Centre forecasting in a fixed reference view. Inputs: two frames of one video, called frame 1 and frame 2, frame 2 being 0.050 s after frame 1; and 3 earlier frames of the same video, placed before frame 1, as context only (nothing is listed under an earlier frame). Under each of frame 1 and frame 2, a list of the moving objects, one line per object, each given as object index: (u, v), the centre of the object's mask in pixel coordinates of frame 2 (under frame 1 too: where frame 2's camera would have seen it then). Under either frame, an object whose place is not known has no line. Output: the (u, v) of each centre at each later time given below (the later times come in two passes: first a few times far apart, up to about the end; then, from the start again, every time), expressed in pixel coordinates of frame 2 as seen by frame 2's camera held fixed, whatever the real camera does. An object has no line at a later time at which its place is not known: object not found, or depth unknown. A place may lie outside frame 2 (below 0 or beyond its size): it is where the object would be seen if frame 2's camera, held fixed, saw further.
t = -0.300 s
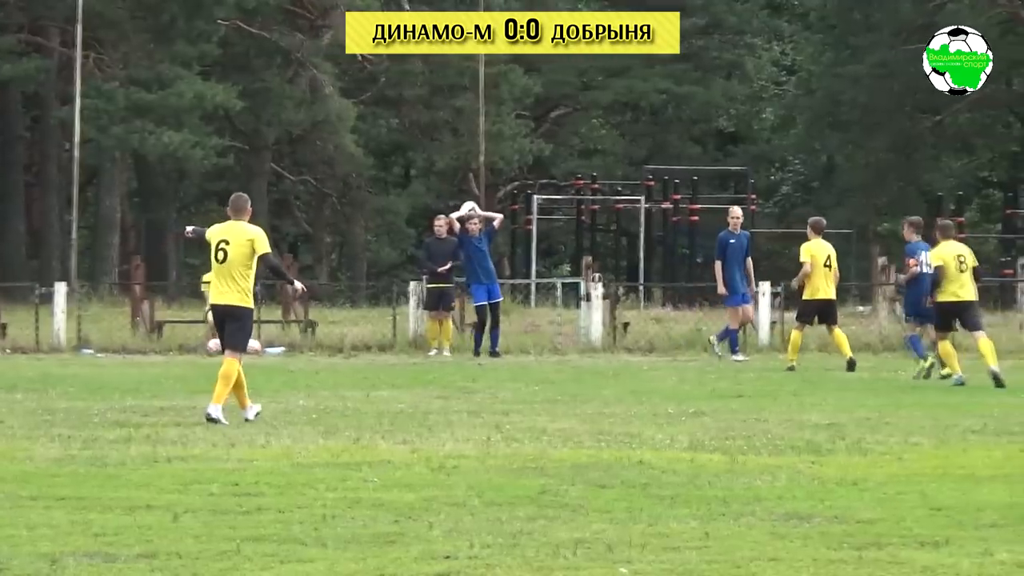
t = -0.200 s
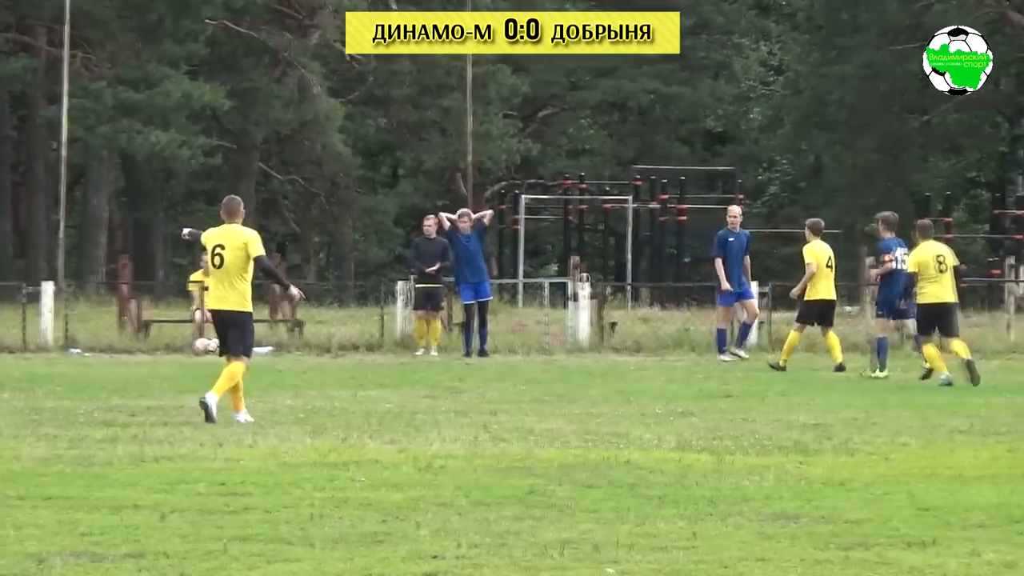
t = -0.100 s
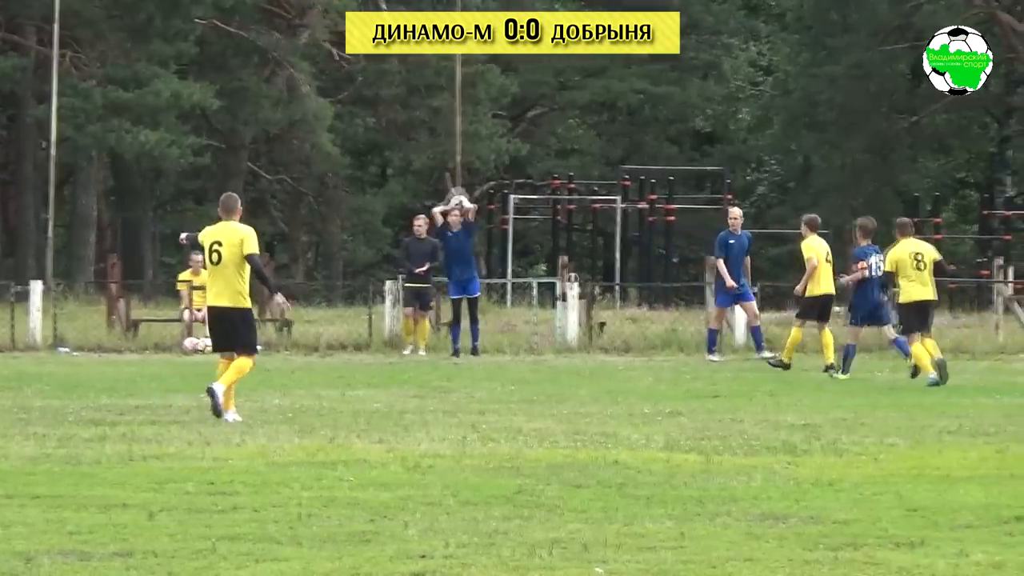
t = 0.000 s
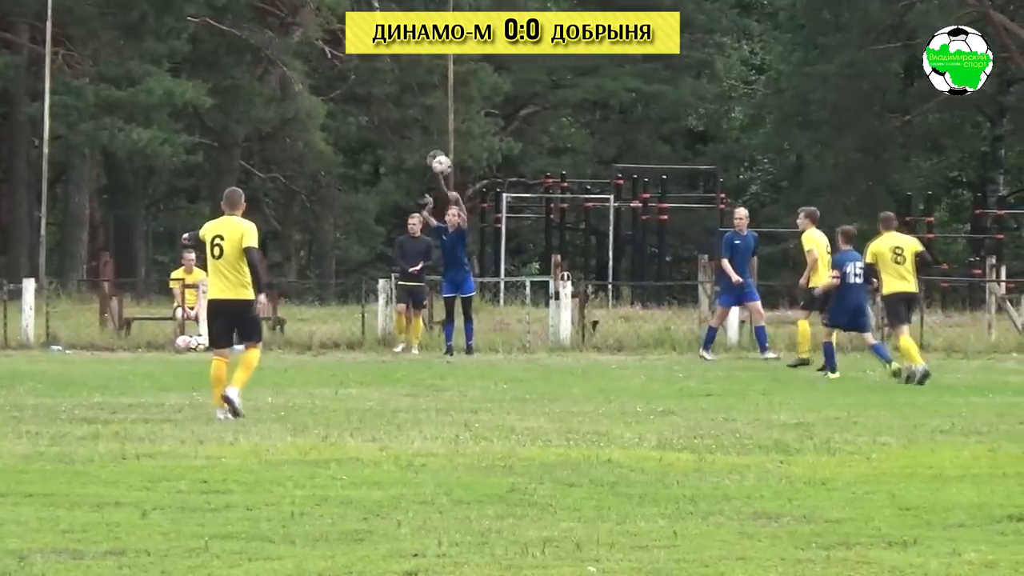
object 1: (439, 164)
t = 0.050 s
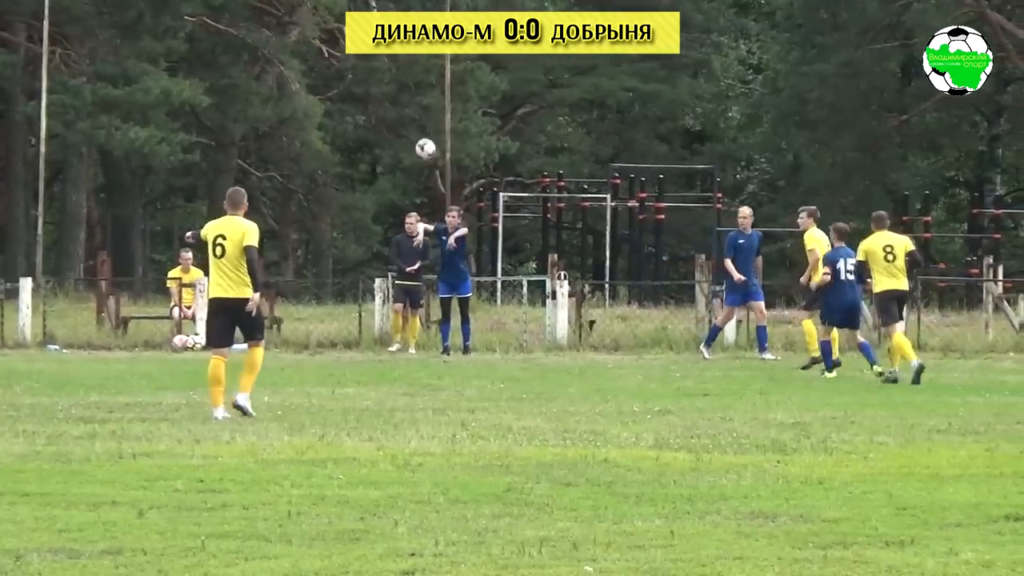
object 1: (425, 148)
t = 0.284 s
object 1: (373, 114)
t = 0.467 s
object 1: (330, 121)
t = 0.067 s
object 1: (423, 145)
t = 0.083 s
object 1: (418, 141)
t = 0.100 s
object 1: (416, 138)
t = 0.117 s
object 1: (412, 135)
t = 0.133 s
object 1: (408, 131)
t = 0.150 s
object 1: (403, 128)
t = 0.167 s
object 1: (399, 125)
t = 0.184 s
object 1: (396, 124)
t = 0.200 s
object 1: (392, 121)
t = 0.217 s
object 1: (389, 120)
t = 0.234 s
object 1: (385, 118)
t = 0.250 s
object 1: (381, 116)
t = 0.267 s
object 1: (376, 115)
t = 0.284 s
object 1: (373, 114)
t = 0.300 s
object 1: (369, 114)
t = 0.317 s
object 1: (366, 113)
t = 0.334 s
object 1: (362, 113)
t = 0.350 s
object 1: (357, 113)
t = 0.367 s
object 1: (355, 114)
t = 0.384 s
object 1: (350, 114)
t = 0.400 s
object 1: (346, 115)
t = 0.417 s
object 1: (342, 116)
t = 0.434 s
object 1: (338, 117)
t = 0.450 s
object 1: (334, 119)
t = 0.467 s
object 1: (330, 121)
